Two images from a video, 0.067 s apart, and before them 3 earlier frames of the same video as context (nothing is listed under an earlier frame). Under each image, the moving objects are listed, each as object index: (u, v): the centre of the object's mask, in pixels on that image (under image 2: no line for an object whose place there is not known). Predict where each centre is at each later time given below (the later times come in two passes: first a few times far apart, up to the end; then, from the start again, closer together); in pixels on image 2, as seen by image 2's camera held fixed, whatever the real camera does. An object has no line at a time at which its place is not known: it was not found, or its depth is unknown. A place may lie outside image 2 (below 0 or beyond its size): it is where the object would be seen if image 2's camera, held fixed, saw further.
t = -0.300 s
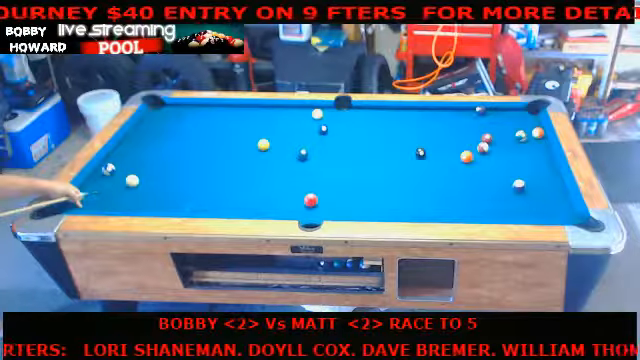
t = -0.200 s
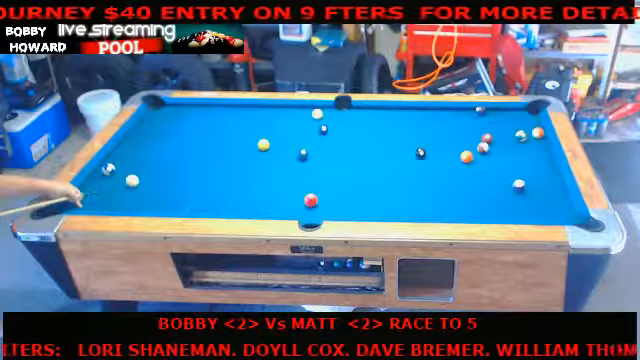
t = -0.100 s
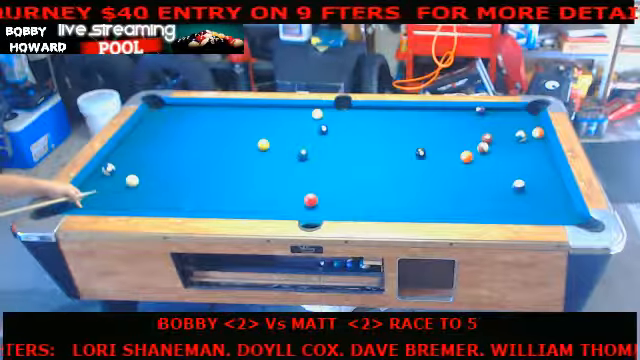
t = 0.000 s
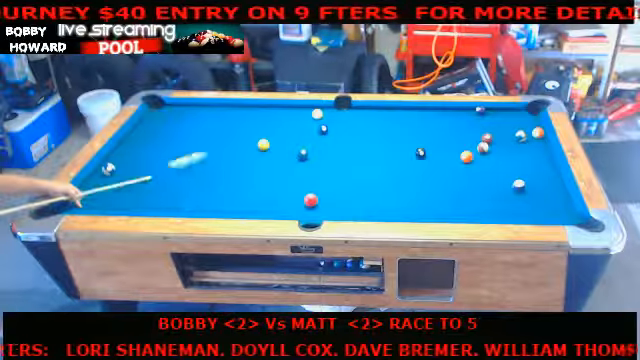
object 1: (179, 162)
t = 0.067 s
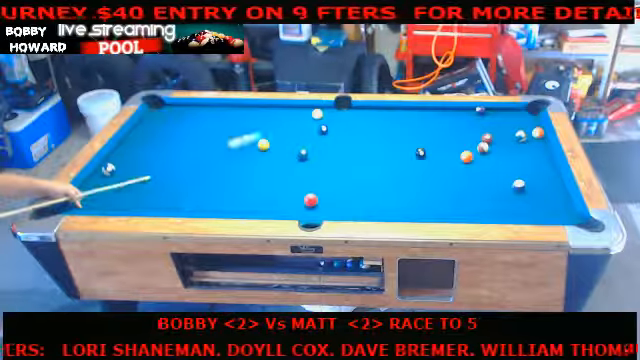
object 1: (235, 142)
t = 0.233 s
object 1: (310, 117)
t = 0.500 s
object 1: (305, 122)
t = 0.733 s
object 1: (301, 127)
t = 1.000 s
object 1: (298, 131)
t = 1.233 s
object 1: (295, 135)
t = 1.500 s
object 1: (292, 139)
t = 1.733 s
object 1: (291, 142)
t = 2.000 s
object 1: (289, 144)
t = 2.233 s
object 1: (289, 146)
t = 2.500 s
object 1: (289, 146)
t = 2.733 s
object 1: (289, 148)
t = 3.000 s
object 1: (289, 148)
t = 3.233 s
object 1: (289, 148)
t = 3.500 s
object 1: (289, 149)
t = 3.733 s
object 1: (289, 149)
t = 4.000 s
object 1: (289, 149)
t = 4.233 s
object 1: (289, 149)
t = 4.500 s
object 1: (289, 149)
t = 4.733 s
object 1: (289, 149)
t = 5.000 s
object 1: (289, 149)
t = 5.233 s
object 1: (289, 149)
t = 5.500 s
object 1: (289, 149)
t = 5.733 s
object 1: (289, 149)
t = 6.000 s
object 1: (289, 149)
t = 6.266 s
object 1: (289, 149)
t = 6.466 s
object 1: (289, 149)
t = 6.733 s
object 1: (289, 149)
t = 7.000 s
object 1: (289, 149)
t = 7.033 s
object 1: (289, 149)
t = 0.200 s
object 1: (309, 117)
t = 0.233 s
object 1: (310, 117)
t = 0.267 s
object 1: (309, 119)
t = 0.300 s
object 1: (309, 119)
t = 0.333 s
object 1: (308, 119)
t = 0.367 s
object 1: (308, 120)
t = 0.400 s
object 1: (307, 121)
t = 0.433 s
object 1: (307, 121)
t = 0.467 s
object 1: (305, 122)
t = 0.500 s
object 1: (305, 122)
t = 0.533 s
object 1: (305, 122)
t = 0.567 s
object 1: (304, 123)
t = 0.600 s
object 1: (303, 124)
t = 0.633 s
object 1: (302, 126)
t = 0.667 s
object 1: (301, 127)
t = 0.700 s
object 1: (301, 127)
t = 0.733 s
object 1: (301, 127)
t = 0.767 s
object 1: (301, 128)
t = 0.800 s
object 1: (301, 128)
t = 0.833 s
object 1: (300, 129)
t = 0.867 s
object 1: (299, 130)
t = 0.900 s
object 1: (298, 130)
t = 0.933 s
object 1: (298, 130)
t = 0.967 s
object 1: (298, 131)
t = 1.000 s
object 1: (298, 131)
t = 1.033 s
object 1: (297, 132)
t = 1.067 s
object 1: (297, 132)
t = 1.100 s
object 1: (297, 133)
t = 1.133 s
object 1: (296, 134)
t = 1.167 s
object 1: (296, 133)
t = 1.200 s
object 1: (295, 134)
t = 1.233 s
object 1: (295, 135)
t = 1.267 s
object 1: (294, 136)
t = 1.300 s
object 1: (294, 136)
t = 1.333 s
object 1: (294, 136)
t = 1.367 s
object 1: (293, 137)
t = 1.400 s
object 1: (293, 138)
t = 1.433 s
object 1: (293, 138)
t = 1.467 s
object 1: (292, 139)
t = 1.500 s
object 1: (292, 139)
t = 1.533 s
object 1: (292, 139)
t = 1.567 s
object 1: (292, 139)
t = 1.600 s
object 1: (291, 140)
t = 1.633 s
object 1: (291, 140)
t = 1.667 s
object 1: (291, 140)
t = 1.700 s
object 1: (291, 142)
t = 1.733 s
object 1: (291, 142)
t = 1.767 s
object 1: (290, 142)
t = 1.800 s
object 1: (290, 142)
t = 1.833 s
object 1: (290, 142)
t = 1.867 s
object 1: (290, 142)
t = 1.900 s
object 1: (290, 142)
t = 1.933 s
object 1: (290, 143)
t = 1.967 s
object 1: (290, 143)
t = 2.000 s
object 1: (289, 144)
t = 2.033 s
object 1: (289, 144)
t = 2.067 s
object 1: (289, 144)
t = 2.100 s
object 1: (289, 145)
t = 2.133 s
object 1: (289, 145)
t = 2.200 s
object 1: (289, 145)
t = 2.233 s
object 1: (289, 146)
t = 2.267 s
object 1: (289, 146)
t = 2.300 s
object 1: (289, 146)
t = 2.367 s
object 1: (289, 146)
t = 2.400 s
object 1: (289, 146)
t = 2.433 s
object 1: (289, 146)
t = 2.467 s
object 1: (289, 146)
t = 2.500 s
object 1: (289, 146)
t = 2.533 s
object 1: (289, 147)
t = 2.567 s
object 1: (289, 148)
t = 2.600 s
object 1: (289, 148)
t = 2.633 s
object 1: (289, 148)
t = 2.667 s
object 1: (289, 148)
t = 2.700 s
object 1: (289, 148)
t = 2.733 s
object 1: (289, 148)
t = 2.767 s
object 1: (289, 148)
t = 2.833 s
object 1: (289, 148)
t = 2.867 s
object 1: (289, 148)
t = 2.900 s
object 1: (289, 148)
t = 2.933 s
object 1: (289, 148)
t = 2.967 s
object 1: (289, 148)
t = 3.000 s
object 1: (289, 148)
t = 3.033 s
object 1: (289, 148)
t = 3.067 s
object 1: (289, 149)
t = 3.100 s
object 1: (289, 149)
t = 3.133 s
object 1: (289, 149)
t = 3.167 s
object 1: (289, 149)
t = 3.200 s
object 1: (289, 149)
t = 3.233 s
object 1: (289, 148)
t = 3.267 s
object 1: (289, 148)
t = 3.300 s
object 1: (289, 148)
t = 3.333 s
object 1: (289, 149)
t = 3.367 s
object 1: (289, 149)
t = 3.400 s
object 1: (289, 149)
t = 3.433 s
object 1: (289, 149)
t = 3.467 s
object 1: (289, 149)
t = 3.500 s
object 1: (289, 149)
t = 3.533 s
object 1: (289, 149)
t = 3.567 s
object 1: (289, 149)
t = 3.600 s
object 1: (289, 149)
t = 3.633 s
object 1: (289, 149)
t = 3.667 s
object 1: (289, 149)
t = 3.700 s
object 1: (289, 149)
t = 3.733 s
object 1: (289, 149)
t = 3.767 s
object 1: (289, 149)
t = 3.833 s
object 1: (289, 149)
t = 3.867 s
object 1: (289, 149)
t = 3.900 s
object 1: (289, 149)
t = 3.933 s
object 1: (289, 149)
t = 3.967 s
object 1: (289, 149)
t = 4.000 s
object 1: (289, 149)
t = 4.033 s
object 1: (289, 149)
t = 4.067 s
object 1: (289, 149)
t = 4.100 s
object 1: (289, 149)
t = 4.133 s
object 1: (289, 149)
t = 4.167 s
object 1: (289, 149)
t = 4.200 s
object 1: (289, 149)
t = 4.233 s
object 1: (289, 149)
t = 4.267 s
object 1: (289, 149)
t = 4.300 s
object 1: (289, 149)
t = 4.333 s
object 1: (289, 149)
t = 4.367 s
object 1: (289, 149)
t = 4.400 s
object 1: (289, 149)
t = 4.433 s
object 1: (289, 149)
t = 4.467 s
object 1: (289, 149)
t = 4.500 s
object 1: (289, 149)
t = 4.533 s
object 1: (289, 149)
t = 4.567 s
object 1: (289, 149)
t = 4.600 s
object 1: (289, 149)
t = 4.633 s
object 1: (289, 149)
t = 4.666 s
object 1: (289, 149)
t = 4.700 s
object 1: (289, 149)
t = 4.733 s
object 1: (289, 149)
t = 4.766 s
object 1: (289, 149)
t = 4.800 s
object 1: (289, 149)
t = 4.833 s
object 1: (289, 149)
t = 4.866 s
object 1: (289, 149)
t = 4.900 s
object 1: (289, 149)
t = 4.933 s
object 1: (289, 149)
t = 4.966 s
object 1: (289, 149)
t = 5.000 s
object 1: (289, 149)
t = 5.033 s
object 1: (289, 149)
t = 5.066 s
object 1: (289, 149)
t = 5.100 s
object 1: (289, 149)
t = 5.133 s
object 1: (289, 149)
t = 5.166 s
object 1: (289, 149)
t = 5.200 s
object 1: (289, 149)
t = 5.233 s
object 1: (289, 149)
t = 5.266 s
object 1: (289, 149)
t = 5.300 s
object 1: (289, 149)
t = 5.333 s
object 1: (289, 149)
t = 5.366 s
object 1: (289, 149)
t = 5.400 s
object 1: (289, 149)
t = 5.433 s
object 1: (289, 149)
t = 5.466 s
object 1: (289, 149)
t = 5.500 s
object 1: (289, 149)
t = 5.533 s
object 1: (289, 149)
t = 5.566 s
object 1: (289, 149)
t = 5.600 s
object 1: (289, 149)
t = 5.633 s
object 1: (289, 149)
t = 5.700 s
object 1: (289, 149)
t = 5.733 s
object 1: (289, 149)
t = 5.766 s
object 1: (289, 149)
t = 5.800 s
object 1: (289, 149)
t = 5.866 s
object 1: (289, 149)
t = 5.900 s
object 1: (289, 149)
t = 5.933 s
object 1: (289, 149)
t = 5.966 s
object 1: (289, 149)
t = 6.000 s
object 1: (289, 149)
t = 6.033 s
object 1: (289, 148)
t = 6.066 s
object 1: (289, 149)
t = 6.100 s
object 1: (289, 149)
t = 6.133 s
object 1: (289, 149)
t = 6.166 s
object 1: (289, 148)
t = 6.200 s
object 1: (289, 149)
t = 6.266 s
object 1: (289, 149)
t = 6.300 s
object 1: (289, 149)
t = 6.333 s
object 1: (289, 149)
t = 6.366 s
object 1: (289, 149)
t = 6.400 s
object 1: (289, 149)
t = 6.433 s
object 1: (289, 149)
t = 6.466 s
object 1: (289, 149)
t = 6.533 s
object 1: (289, 149)
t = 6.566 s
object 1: (289, 149)
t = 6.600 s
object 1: (289, 149)
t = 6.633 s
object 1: (289, 149)
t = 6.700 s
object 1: (289, 149)
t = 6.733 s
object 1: (289, 149)
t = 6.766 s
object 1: (289, 149)
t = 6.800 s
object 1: (289, 149)
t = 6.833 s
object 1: (289, 149)
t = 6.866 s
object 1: (289, 149)
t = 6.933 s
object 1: (289, 149)
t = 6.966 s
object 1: (289, 149)
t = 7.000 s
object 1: (289, 149)
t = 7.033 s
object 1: (289, 149)
